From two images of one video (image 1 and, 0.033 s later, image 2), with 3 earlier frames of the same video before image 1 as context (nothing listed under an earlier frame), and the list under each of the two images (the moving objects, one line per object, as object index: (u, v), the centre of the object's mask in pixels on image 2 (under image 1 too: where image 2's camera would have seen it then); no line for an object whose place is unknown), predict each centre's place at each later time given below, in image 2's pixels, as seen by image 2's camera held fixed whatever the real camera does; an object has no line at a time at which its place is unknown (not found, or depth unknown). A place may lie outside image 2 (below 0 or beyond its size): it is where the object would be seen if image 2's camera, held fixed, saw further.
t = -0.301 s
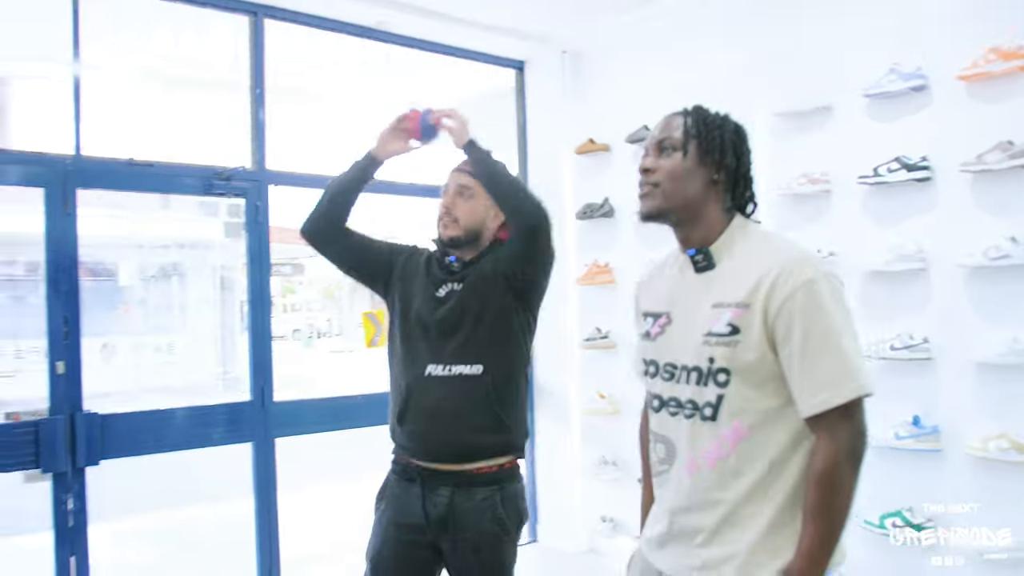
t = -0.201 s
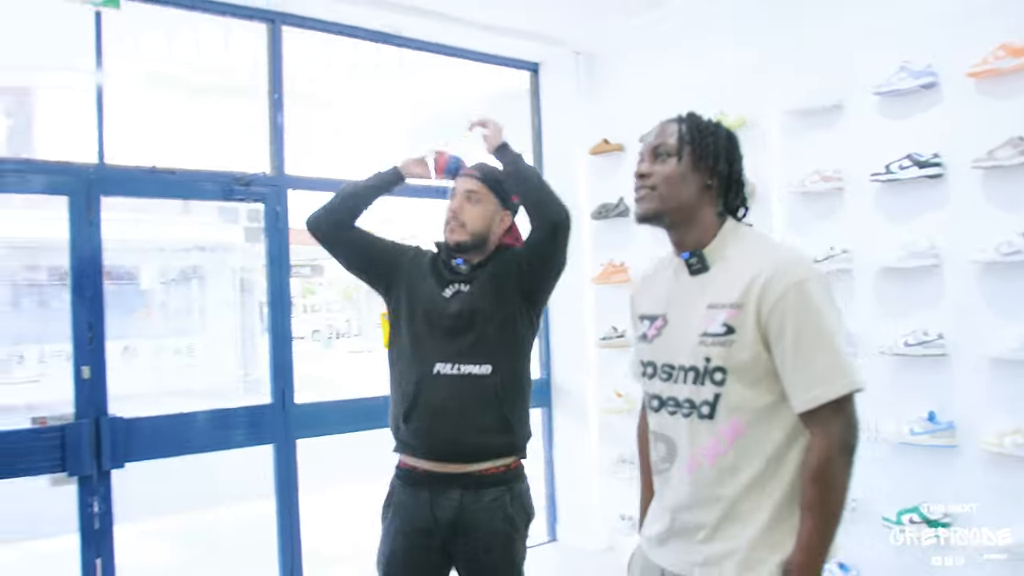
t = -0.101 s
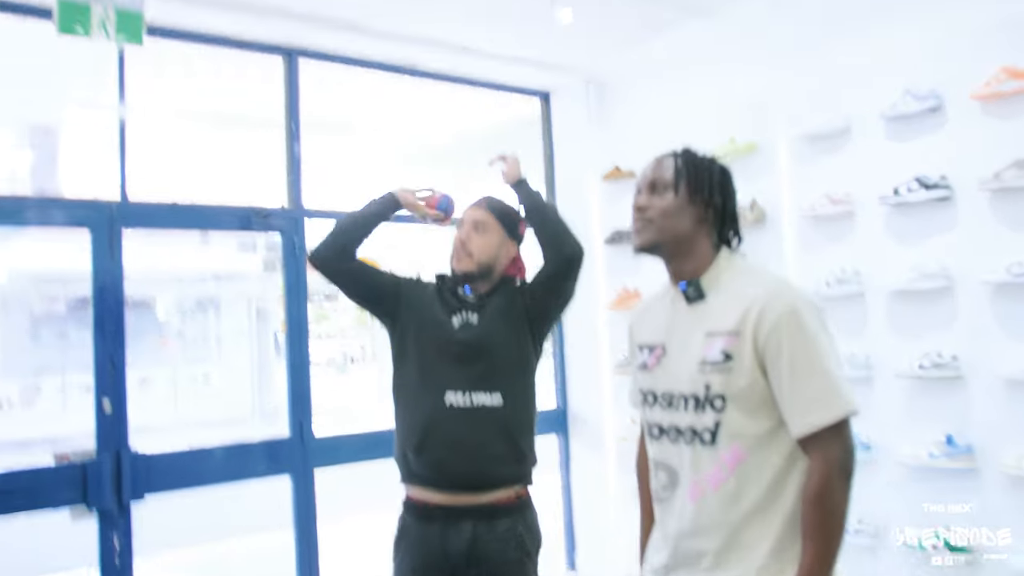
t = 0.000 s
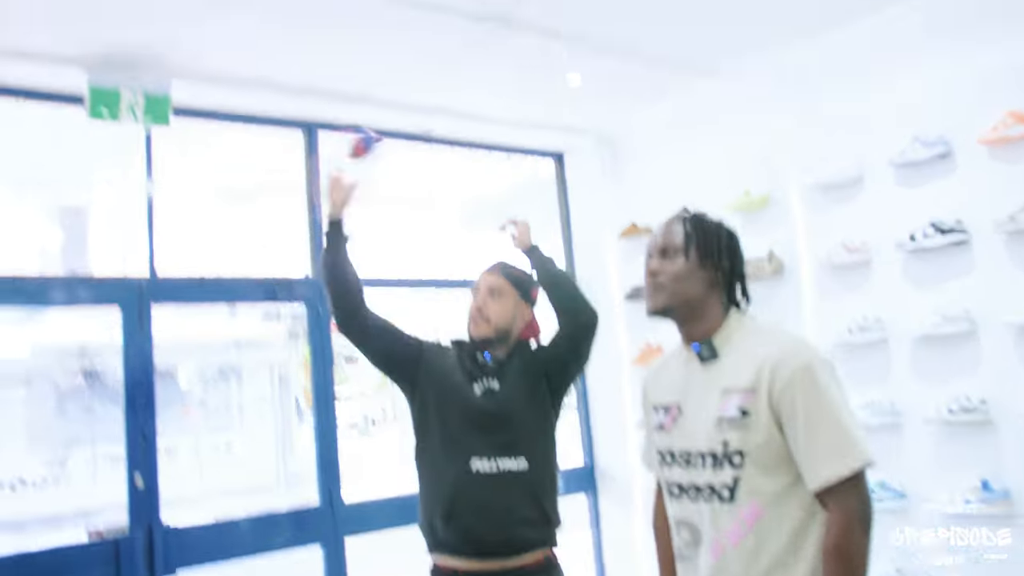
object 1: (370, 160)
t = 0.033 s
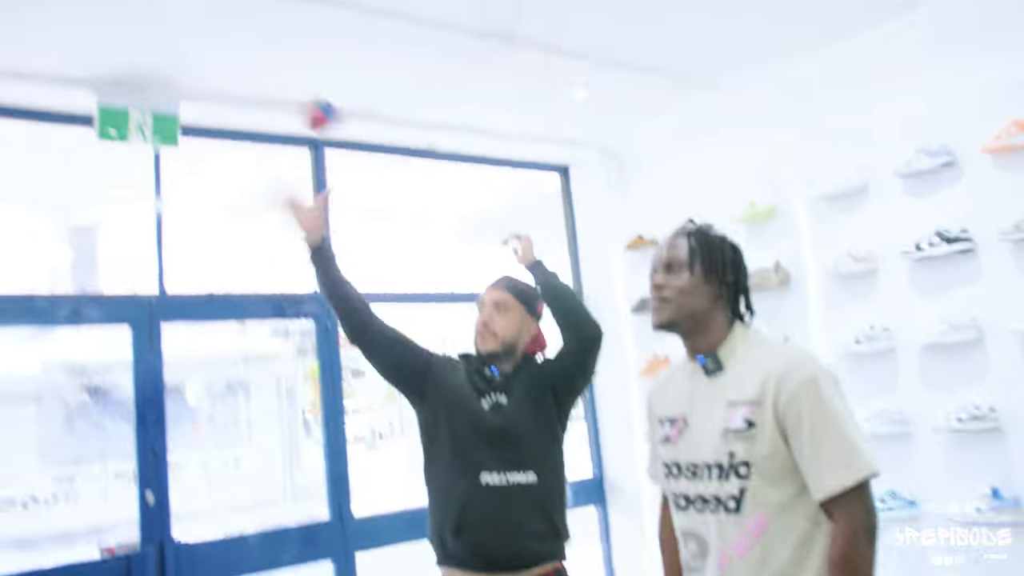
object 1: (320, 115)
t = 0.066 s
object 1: (268, 69)
